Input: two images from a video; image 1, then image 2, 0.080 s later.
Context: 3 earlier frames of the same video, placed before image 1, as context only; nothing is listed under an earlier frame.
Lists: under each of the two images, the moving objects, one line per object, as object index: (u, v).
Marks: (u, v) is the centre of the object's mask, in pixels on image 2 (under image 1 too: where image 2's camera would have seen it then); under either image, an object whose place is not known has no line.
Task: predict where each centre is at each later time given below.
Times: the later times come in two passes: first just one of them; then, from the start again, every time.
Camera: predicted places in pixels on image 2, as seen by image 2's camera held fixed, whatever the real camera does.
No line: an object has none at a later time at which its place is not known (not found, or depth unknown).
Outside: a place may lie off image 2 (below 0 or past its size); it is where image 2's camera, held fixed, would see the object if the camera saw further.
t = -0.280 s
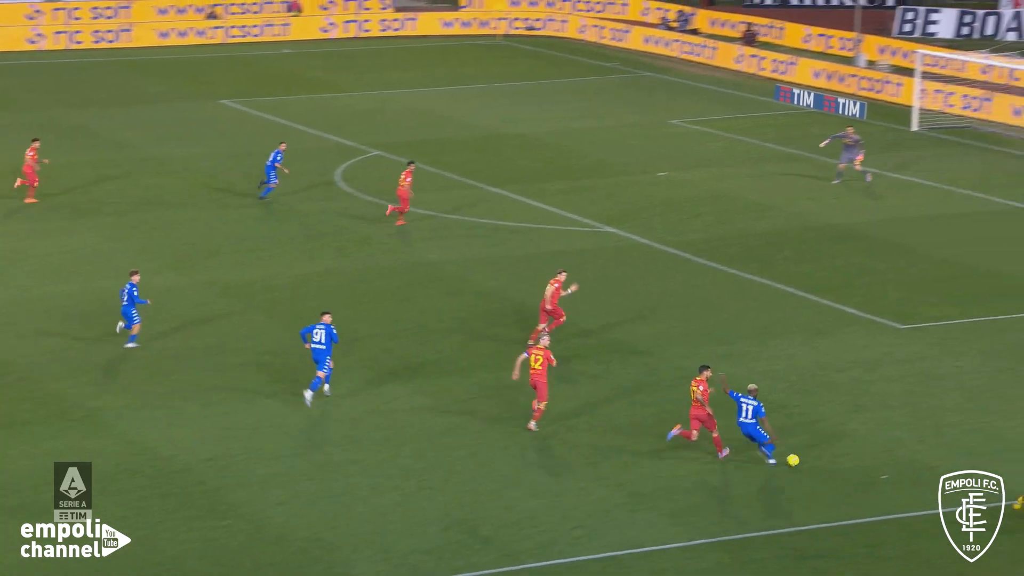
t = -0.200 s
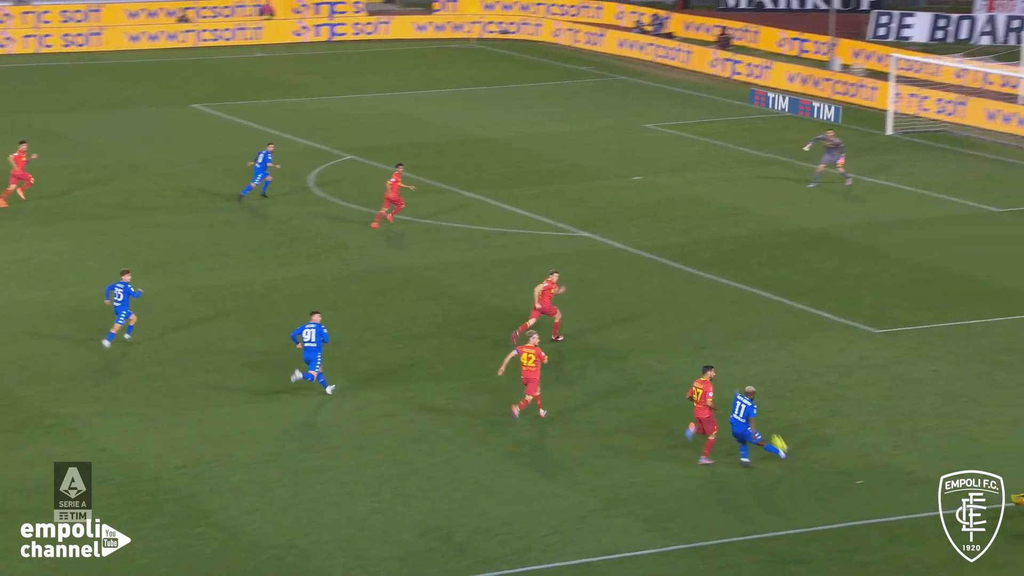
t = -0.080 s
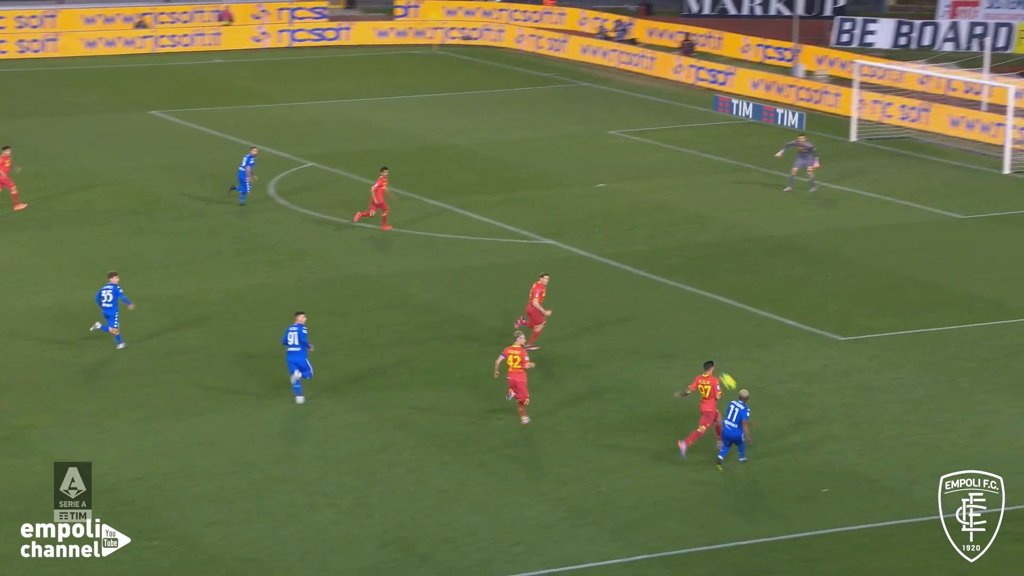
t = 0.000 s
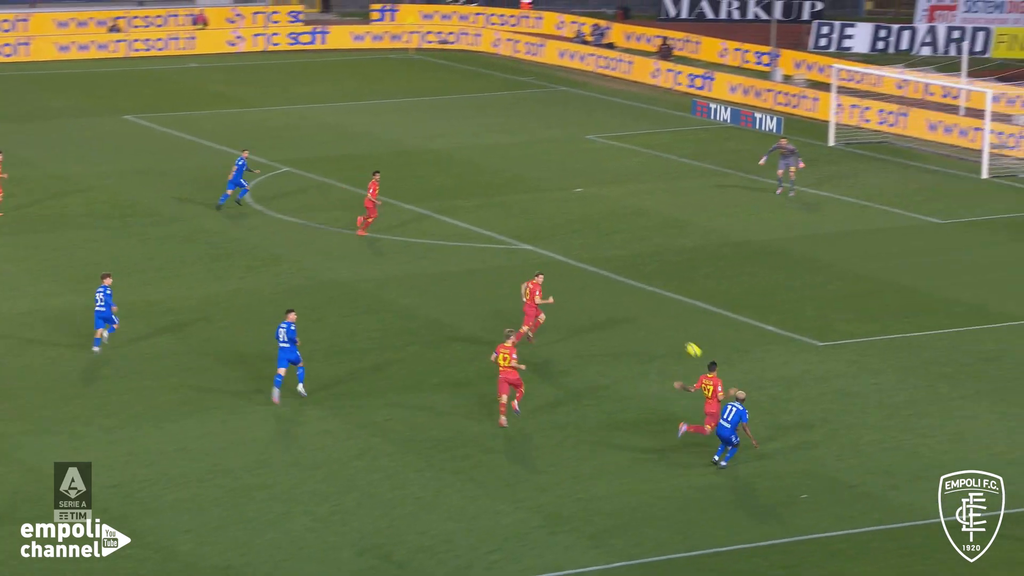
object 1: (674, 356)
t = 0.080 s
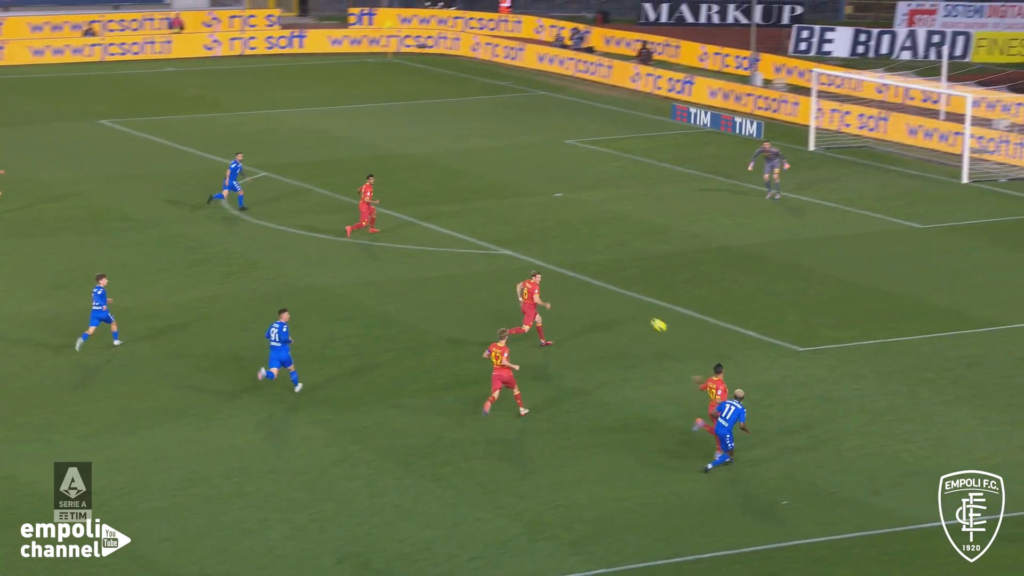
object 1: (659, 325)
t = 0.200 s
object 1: (634, 292)
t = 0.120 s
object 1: (651, 313)
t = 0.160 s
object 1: (642, 301)
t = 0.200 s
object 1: (634, 292)
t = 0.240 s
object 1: (625, 283)
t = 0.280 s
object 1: (617, 276)
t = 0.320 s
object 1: (607, 270)
